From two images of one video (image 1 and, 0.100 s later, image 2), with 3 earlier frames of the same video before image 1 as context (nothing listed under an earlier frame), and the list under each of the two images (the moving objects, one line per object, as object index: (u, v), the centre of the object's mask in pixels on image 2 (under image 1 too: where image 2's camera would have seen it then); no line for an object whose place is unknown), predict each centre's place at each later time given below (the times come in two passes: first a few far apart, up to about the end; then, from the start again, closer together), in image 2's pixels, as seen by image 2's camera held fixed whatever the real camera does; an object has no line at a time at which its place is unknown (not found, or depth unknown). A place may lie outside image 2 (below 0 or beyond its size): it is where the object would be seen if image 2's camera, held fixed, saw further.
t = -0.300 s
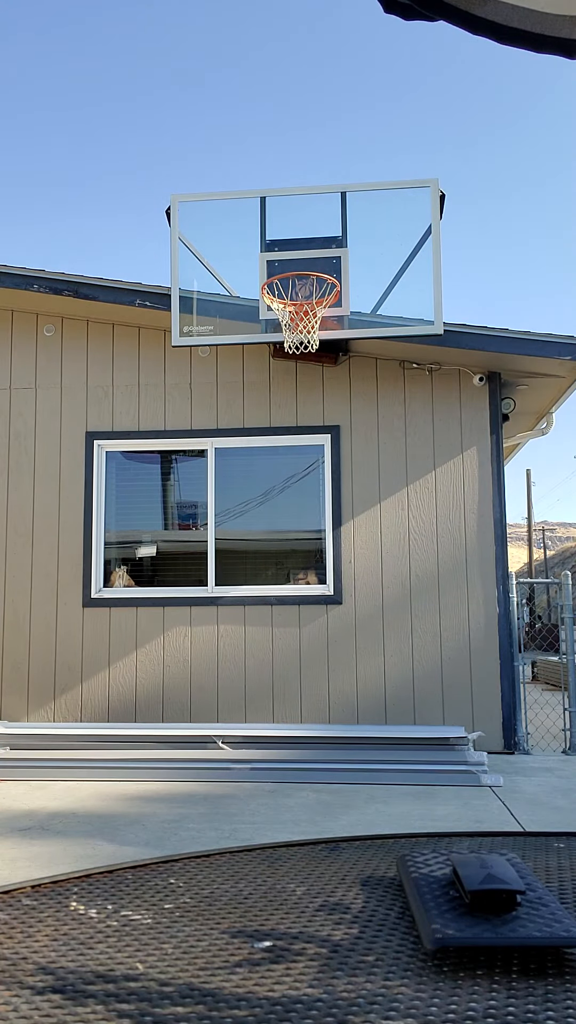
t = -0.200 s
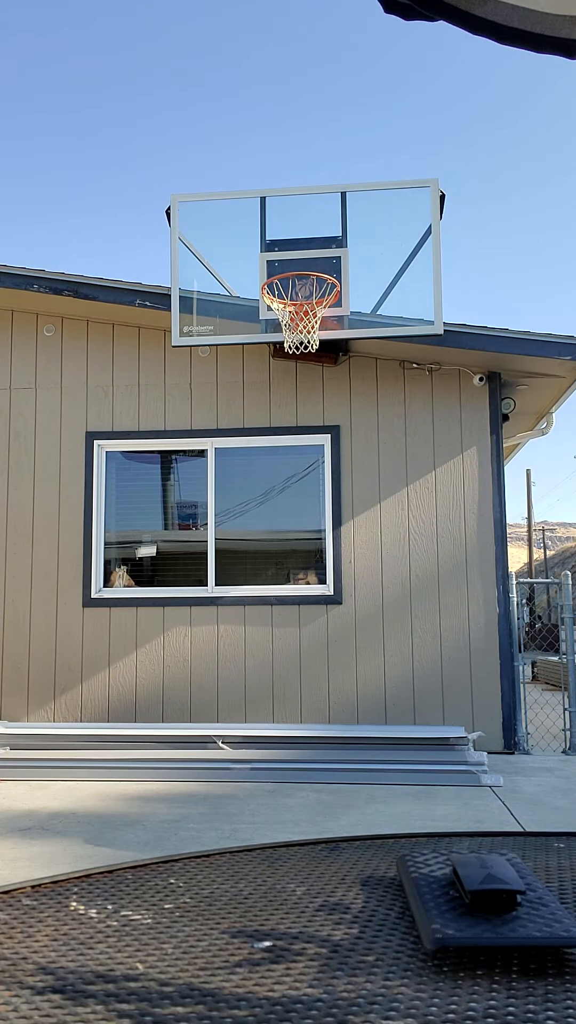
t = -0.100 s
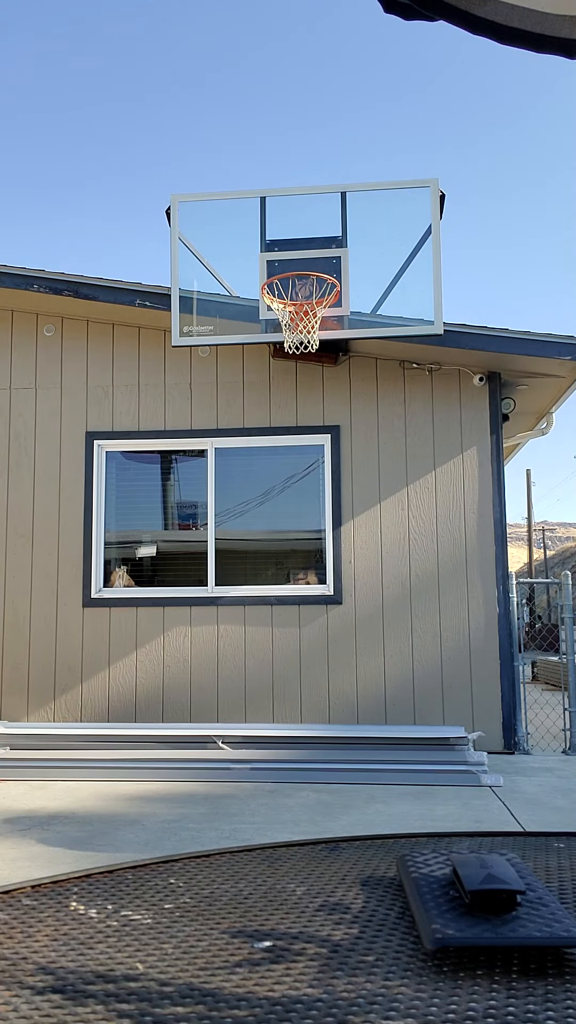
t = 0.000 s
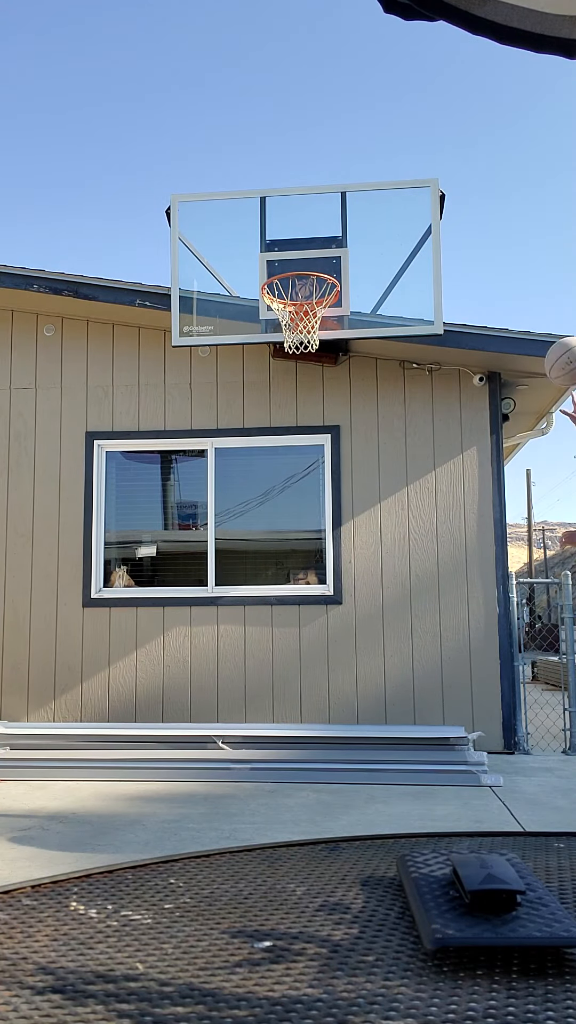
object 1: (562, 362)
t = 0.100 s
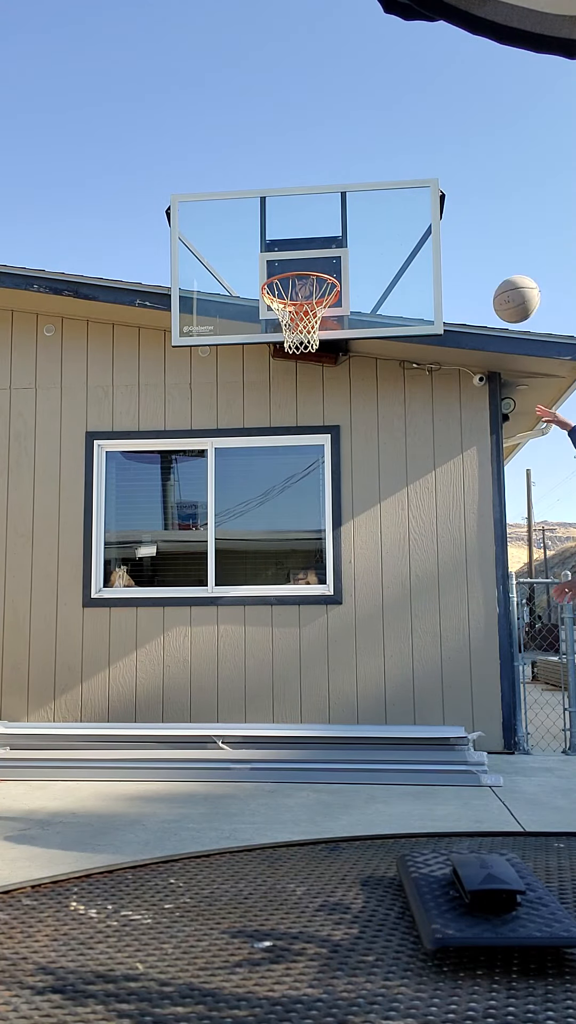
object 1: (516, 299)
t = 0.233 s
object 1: (454, 252)
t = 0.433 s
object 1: (377, 241)
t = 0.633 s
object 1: (343, 240)
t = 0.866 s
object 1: (351, 261)
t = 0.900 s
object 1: (353, 270)
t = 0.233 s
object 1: (454, 252)
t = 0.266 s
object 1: (440, 245)
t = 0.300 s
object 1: (427, 241)
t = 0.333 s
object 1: (413, 238)
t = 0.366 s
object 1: (401, 237)
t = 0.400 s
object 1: (388, 238)
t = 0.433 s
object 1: (377, 241)
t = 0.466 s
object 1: (365, 245)
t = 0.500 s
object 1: (354, 251)
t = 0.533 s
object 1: (343, 259)
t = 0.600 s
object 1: (342, 244)
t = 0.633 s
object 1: (343, 240)
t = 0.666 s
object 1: (344, 238)
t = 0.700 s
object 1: (345, 238)
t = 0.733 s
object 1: (346, 239)
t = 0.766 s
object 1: (347, 242)
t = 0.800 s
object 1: (349, 247)
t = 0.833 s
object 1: (350, 253)
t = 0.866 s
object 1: (351, 261)
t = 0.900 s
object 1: (353, 270)
